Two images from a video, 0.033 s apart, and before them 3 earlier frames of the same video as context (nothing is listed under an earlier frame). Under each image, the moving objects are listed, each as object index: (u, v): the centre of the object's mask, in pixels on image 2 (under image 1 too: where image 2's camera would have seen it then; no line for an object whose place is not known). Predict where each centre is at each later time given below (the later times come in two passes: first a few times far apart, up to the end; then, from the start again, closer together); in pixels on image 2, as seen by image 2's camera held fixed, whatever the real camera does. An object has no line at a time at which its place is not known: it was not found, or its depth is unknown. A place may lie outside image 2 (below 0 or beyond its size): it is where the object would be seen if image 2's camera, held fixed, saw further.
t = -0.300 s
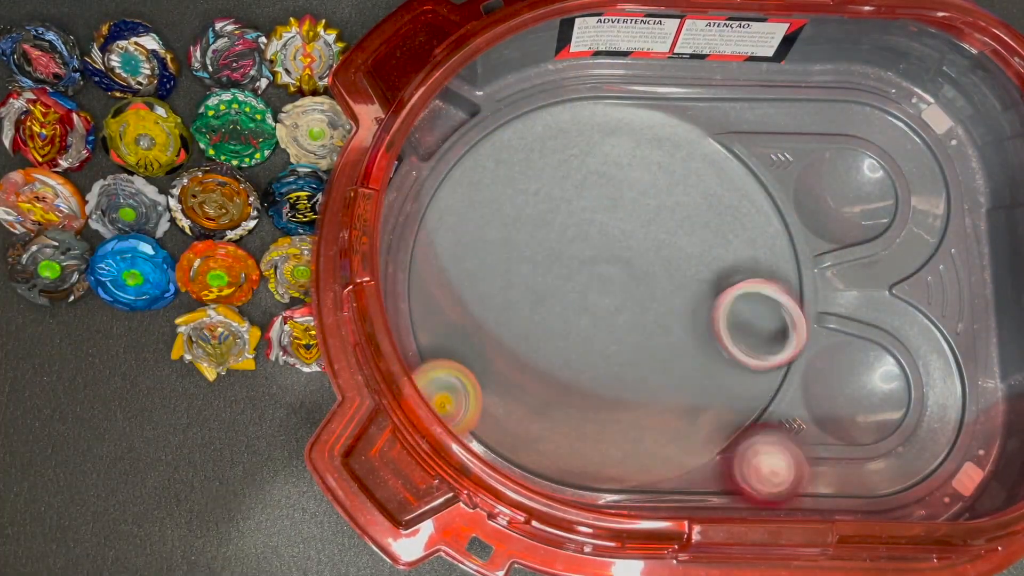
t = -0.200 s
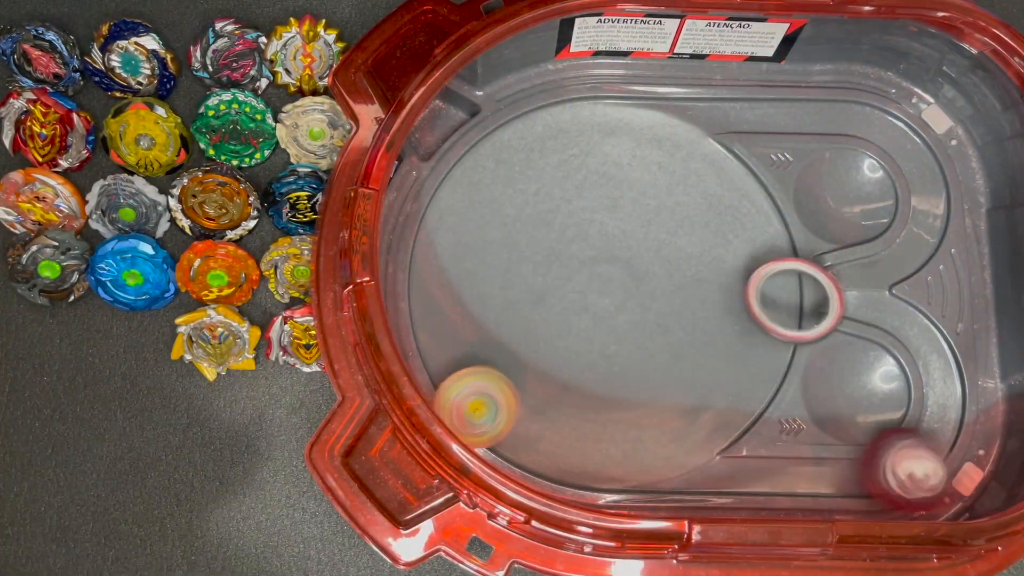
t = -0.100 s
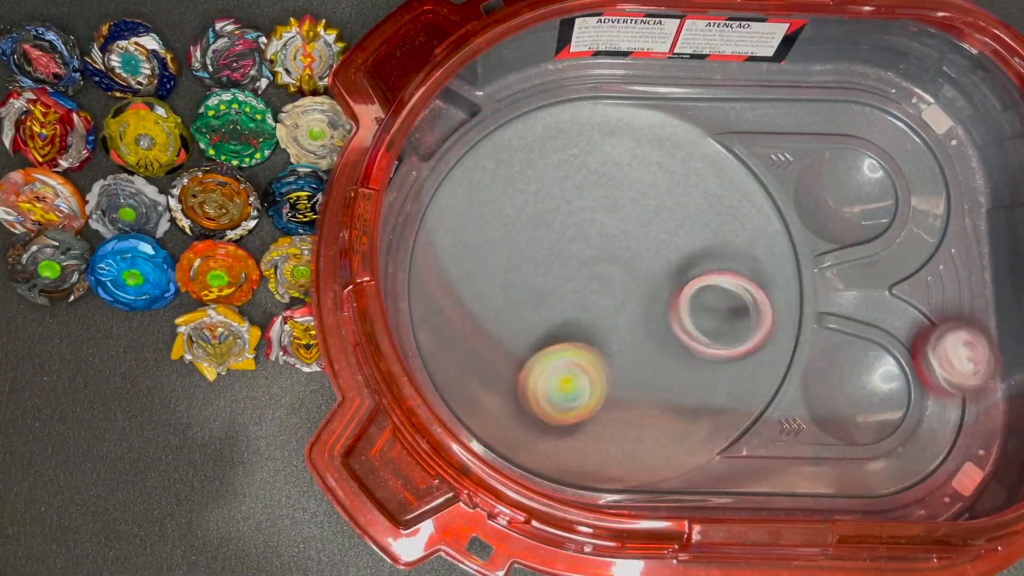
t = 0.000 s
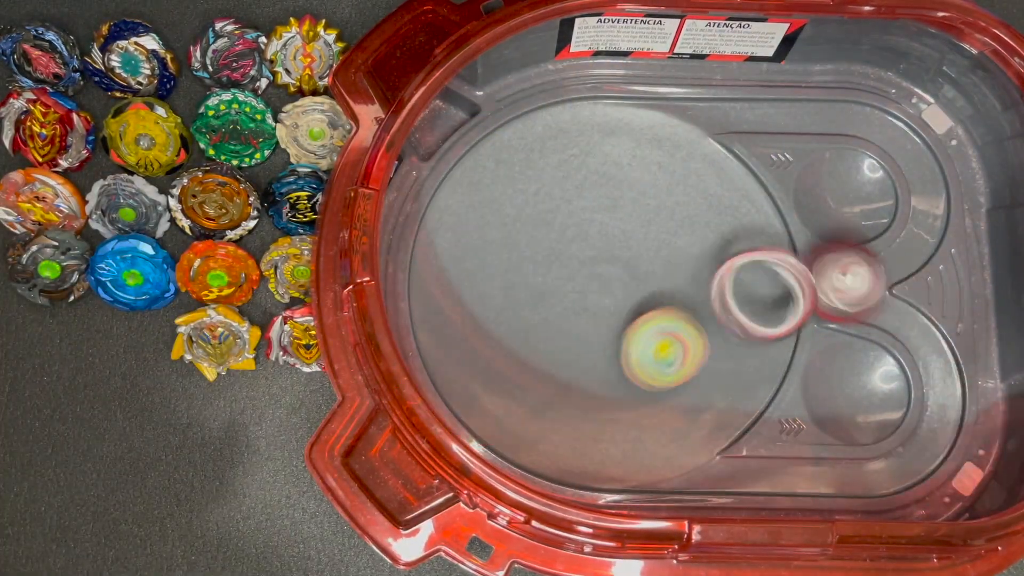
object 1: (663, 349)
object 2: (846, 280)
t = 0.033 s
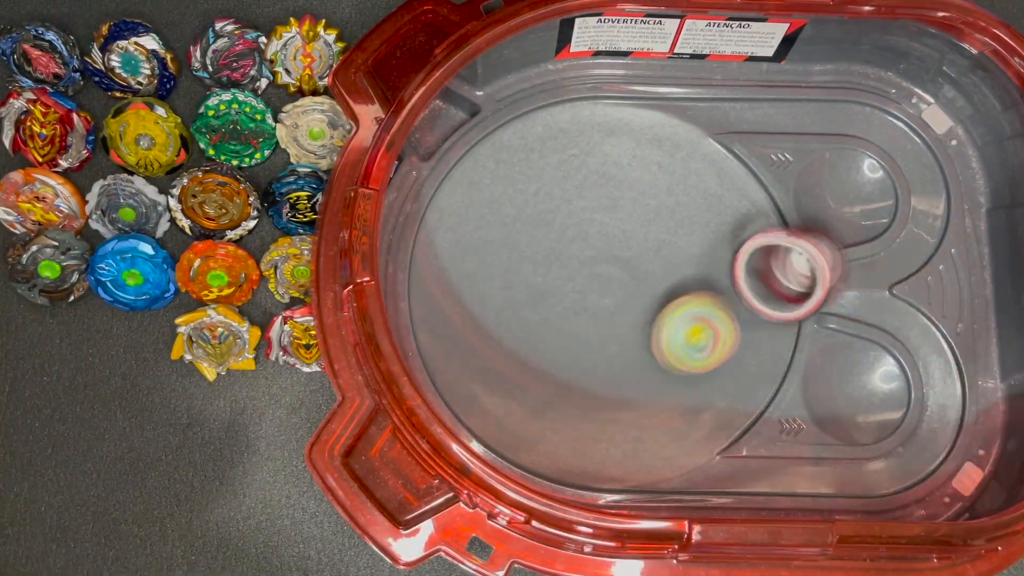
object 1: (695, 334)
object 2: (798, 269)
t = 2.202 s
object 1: (622, 204)
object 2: (542, 313)
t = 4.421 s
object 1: (606, 225)
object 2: (790, 284)
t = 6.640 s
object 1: (646, 253)
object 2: (686, 125)
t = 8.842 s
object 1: (599, 260)
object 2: (660, 115)
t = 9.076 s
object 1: (615, 285)
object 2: (500, 189)
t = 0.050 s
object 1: (712, 325)
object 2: (785, 268)
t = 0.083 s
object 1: (737, 315)
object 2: (745, 236)
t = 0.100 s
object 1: (746, 314)
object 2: (728, 218)
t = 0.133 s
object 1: (765, 308)
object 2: (705, 186)
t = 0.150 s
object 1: (774, 303)
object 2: (689, 171)
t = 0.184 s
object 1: (787, 293)
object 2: (654, 146)
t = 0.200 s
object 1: (793, 286)
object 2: (634, 137)
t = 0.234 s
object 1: (803, 274)
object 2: (597, 126)
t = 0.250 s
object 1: (795, 267)
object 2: (578, 123)
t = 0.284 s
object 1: (775, 255)
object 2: (538, 125)
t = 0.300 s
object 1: (766, 250)
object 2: (520, 130)
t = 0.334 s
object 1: (746, 238)
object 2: (485, 145)
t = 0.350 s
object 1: (736, 234)
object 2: (470, 160)
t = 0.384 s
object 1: (717, 226)
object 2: (448, 192)
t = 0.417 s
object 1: (701, 220)
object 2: (429, 234)
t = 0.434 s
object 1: (693, 219)
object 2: (427, 253)
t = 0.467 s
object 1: (680, 219)
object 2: (425, 294)
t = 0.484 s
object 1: (674, 223)
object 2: (429, 316)
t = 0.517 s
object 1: (665, 230)
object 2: (447, 355)
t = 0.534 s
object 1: (664, 242)
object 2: (460, 373)
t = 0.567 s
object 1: (660, 249)
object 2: (491, 404)
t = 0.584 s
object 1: (658, 254)
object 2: (511, 418)
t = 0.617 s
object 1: (658, 268)
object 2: (554, 438)
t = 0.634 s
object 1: (661, 276)
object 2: (577, 443)
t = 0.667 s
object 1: (665, 291)
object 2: (622, 445)
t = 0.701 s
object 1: (672, 303)
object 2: (668, 435)
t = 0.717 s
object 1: (676, 309)
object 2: (689, 424)
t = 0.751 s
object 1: (682, 318)
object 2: (727, 402)
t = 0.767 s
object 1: (685, 322)
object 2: (744, 387)
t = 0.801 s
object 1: (692, 326)
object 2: (774, 353)
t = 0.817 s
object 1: (694, 328)
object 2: (784, 334)
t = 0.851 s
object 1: (698, 328)
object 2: (798, 295)
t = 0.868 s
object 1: (699, 328)
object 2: (796, 271)
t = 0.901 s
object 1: (702, 327)
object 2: (787, 230)
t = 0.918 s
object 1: (702, 326)
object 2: (778, 208)
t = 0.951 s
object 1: (702, 324)
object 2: (750, 171)
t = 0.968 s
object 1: (701, 322)
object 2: (734, 155)
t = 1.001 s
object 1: (698, 318)
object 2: (700, 128)
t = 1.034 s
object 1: (698, 312)
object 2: (664, 108)
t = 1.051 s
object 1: (699, 308)
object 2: (643, 101)
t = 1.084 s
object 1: (700, 296)
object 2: (603, 101)
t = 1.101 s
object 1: (700, 289)
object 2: (581, 102)
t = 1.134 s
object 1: (697, 274)
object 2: (544, 113)
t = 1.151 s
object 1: (694, 268)
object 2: (524, 120)
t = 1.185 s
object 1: (685, 253)
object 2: (491, 143)
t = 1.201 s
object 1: (679, 248)
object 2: (477, 156)
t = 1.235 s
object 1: (666, 237)
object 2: (453, 189)
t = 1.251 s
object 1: (658, 232)
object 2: (444, 207)
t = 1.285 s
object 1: (640, 225)
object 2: (433, 248)
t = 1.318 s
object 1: (622, 224)
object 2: (437, 282)
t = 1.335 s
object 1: (612, 224)
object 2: (448, 293)
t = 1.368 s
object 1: (595, 227)
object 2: (469, 317)
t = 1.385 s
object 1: (587, 230)
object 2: (483, 328)
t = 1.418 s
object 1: (572, 239)
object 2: (512, 349)
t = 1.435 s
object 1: (567, 244)
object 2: (529, 357)
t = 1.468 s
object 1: (558, 257)
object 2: (566, 366)
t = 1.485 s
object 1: (555, 264)
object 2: (583, 370)
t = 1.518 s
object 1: (551, 278)
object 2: (622, 369)
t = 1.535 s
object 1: (551, 285)
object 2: (639, 365)
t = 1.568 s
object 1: (554, 299)
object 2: (674, 352)
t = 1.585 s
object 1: (556, 304)
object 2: (691, 347)
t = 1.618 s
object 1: (564, 315)
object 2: (721, 325)
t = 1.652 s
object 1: (574, 322)
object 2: (746, 302)
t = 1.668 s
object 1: (579, 325)
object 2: (757, 288)
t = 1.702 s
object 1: (591, 329)
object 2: (773, 258)
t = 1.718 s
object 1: (596, 329)
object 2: (780, 241)
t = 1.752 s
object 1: (610, 328)
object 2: (779, 211)
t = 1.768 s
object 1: (615, 326)
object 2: (768, 199)
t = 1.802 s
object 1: (627, 321)
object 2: (749, 174)
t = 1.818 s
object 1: (631, 318)
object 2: (738, 162)
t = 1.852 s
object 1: (642, 310)
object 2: (715, 141)
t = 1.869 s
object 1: (646, 306)
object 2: (703, 133)
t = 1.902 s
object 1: (654, 297)
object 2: (675, 121)
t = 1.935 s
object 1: (661, 286)
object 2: (644, 117)
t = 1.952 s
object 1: (662, 279)
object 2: (629, 119)
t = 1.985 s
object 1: (665, 266)
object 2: (597, 128)
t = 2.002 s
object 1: (665, 259)
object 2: (584, 136)
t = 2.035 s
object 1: (664, 247)
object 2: (559, 157)
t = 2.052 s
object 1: (662, 240)
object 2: (548, 170)
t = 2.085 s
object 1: (656, 228)
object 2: (533, 199)
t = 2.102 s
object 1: (652, 223)
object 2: (529, 216)
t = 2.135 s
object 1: (643, 214)
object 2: (526, 249)
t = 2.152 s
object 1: (639, 211)
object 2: (527, 265)
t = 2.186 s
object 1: (627, 206)
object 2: (536, 298)
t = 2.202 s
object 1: (622, 204)
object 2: (542, 313)
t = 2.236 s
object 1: (611, 205)
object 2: (562, 343)
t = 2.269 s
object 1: (601, 206)
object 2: (587, 367)
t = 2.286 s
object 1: (597, 208)
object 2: (601, 376)
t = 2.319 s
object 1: (587, 215)
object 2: (632, 390)
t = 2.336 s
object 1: (584, 218)
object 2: (649, 390)
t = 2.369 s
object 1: (578, 227)
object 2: (682, 393)
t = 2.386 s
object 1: (577, 232)
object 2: (700, 392)
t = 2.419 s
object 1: (574, 241)
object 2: (731, 385)
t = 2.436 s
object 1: (574, 246)
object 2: (744, 374)
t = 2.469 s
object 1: (575, 258)
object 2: (769, 353)
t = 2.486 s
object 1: (577, 264)
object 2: (779, 341)
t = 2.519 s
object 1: (582, 273)
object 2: (792, 313)
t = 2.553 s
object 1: (588, 282)
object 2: (794, 282)
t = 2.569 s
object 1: (592, 286)
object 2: (792, 265)
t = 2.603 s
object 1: (602, 294)
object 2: (781, 234)
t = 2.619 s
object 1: (606, 295)
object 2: (771, 220)
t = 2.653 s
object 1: (616, 299)
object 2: (748, 196)
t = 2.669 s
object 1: (621, 300)
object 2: (735, 186)
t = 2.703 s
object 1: (633, 301)
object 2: (705, 170)
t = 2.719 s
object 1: (639, 300)
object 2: (689, 165)
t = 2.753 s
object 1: (648, 300)
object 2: (655, 160)
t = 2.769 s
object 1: (651, 298)
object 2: (638, 159)
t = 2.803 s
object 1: (660, 294)
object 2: (605, 162)
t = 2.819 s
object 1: (663, 291)
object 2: (590, 166)
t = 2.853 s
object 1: (669, 287)
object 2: (559, 178)
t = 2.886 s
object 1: (674, 278)
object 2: (532, 195)
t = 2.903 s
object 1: (675, 275)
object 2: (521, 205)
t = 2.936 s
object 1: (676, 267)
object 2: (501, 229)
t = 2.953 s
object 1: (676, 263)
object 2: (492, 242)
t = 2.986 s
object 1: (676, 255)
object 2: (480, 272)
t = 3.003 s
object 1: (674, 252)
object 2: (476, 289)
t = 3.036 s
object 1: (670, 244)
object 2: (475, 320)
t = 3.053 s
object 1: (668, 242)
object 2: (478, 336)
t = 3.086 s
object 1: (660, 236)
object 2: (489, 367)
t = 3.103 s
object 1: (657, 234)
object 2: (499, 375)
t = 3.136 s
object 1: (650, 230)
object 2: (518, 404)
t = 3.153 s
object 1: (646, 230)
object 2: (535, 410)
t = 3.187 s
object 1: (635, 228)
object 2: (565, 425)
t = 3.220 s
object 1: (627, 229)
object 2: (597, 432)
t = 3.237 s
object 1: (622, 229)
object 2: (615, 431)
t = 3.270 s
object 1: (612, 233)
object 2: (647, 423)
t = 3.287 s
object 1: (609, 234)
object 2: (662, 417)
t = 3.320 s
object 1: (603, 240)
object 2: (689, 401)
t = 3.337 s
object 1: (598, 243)
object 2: (702, 391)
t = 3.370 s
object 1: (594, 250)
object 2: (721, 364)
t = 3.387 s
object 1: (592, 253)
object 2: (729, 349)
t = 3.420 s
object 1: (589, 260)
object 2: (739, 319)
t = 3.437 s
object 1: (586, 263)
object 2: (741, 304)
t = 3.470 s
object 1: (586, 269)
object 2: (742, 272)
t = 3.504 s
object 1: (585, 277)
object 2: (737, 239)
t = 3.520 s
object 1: (586, 280)
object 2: (733, 225)
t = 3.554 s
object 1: (589, 289)
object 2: (720, 196)
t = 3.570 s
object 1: (590, 292)
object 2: (711, 181)
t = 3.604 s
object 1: (593, 298)
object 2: (692, 156)
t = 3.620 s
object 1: (596, 299)
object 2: (679, 145)
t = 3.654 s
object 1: (602, 303)
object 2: (654, 128)
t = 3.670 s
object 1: (604, 305)
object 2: (640, 120)
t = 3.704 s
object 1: (611, 306)
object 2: (610, 109)
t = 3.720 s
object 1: (614, 306)
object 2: (593, 107)
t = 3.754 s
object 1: (623, 305)
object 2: (563, 105)
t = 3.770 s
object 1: (625, 305)
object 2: (549, 108)
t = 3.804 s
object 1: (631, 301)
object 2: (521, 121)
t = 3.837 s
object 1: (637, 298)
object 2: (497, 139)
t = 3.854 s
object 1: (640, 295)
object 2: (486, 149)
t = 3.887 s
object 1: (643, 291)
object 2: (469, 176)
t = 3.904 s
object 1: (646, 288)
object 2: (463, 191)
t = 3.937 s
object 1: (650, 283)
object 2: (456, 222)
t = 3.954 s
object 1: (650, 281)
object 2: (457, 237)
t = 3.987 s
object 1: (653, 273)
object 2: (461, 268)
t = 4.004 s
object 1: (654, 270)
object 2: (466, 284)
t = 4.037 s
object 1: (656, 262)
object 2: (481, 313)
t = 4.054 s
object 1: (656, 260)
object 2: (492, 327)
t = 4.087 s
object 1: (654, 252)
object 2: (516, 351)
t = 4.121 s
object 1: (653, 245)
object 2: (544, 369)
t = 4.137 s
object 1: (651, 241)
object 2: (559, 375)
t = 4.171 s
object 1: (647, 235)
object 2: (591, 385)
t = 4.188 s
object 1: (645, 232)
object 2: (607, 389)
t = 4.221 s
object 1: (642, 227)
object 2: (640, 389)
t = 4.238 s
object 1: (639, 226)
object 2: (658, 387)
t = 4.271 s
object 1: (631, 222)
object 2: (689, 376)
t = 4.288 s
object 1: (629, 221)
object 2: (704, 370)
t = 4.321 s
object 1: (622, 220)
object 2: (733, 354)
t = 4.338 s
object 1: (619, 221)
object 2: (746, 345)
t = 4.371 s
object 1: (612, 221)
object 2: (767, 322)
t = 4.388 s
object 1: (609, 221)
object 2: (776, 310)
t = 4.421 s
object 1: (606, 225)
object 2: (790, 284)
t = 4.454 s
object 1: (600, 229)
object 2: (791, 254)
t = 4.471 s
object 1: (598, 231)
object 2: (785, 240)
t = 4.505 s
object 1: (594, 237)
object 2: (773, 212)
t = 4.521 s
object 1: (593, 240)
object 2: (766, 198)
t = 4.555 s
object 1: (591, 247)
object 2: (749, 171)
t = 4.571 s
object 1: (589, 248)
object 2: (739, 161)
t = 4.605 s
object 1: (591, 254)
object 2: (714, 143)
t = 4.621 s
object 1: (591, 258)
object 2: (699, 136)
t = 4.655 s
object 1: (592, 264)
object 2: (671, 130)
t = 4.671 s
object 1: (594, 268)
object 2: (655, 129)
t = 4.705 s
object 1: (596, 275)
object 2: (624, 130)
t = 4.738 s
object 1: (600, 281)
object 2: (595, 139)
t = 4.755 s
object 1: (601, 283)
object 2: (581, 144)
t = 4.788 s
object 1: (606, 285)
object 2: (555, 161)
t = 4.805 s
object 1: (610, 287)
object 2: (543, 171)
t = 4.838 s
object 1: (615, 290)
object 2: (524, 194)
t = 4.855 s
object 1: (618, 291)
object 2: (517, 206)
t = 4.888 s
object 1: (625, 293)
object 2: (505, 235)
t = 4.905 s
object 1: (627, 293)
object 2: (500, 250)
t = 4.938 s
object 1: (634, 293)
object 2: (497, 280)
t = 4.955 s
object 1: (635, 292)
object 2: (499, 296)
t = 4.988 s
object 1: (641, 289)
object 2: (506, 326)
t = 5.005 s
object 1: (645, 288)
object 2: (510, 341)
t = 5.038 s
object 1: (649, 286)
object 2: (526, 368)
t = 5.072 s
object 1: (653, 284)
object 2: (547, 391)
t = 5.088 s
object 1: (656, 281)
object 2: (561, 401)
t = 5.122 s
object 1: (659, 277)
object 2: (588, 417)
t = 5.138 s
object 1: (661, 276)
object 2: (602, 421)
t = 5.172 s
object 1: (661, 271)
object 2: (634, 425)
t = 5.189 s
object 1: (662, 268)
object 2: (651, 424)
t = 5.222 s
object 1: (663, 263)
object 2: (682, 419)
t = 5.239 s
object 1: (662, 260)
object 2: (696, 413)
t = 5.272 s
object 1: (663, 256)
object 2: (721, 393)
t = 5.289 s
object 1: (662, 254)
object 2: (733, 382)
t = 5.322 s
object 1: (658, 248)
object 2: (751, 358)
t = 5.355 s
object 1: (655, 244)
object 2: (763, 332)
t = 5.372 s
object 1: (652, 242)
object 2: (765, 316)
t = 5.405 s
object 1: (647, 239)
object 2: (767, 287)
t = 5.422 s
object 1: (645, 237)
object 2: (767, 273)
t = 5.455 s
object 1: (639, 235)
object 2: (760, 243)
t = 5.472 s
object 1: (638, 234)
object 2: (753, 230)
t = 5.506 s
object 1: (632, 235)
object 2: (737, 204)
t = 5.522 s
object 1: (628, 235)
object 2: (730, 191)
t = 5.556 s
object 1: (622, 235)
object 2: (708, 169)
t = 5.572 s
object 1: (619, 237)
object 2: (694, 160)
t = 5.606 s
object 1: (615, 238)
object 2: (668, 145)
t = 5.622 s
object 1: (611, 240)
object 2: (655, 140)
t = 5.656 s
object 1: (607, 243)
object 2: (625, 133)
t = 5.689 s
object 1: (603, 246)
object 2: (595, 131)
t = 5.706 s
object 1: (601, 249)
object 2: (580, 133)
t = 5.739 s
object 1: (598, 252)
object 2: (552, 139)
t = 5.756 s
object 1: (597, 254)
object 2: (538, 143)
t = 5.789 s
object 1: (595, 258)
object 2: (513, 158)
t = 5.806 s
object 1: (594, 260)
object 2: (501, 168)
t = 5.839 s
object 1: (594, 263)
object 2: (481, 189)
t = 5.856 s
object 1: (593, 267)
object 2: (474, 200)
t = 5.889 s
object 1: (592, 270)
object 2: (461, 227)
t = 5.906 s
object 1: (592, 273)
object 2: (457, 243)
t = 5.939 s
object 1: (593, 278)
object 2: (456, 272)
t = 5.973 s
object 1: (593, 279)
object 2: (461, 302)
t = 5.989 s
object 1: (596, 281)
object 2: (467, 315)
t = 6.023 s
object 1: (597, 284)
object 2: (482, 341)
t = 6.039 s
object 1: (599, 286)
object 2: (492, 354)
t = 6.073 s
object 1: (602, 287)
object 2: (515, 375)
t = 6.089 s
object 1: (603, 290)
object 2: (528, 383)
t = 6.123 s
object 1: (604, 289)
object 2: (556, 395)
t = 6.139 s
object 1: (608, 291)
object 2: (572, 400)
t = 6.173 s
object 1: (609, 292)
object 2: (603, 405)
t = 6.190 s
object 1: (612, 292)
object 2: (619, 399)
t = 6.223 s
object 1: (615, 292)
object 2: (649, 394)
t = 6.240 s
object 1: (618, 293)
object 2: (666, 390)
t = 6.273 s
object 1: (619, 292)
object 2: (693, 378)
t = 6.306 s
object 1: (623, 291)
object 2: (718, 361)
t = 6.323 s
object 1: (625, 290)
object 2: (728, 351)
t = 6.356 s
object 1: (629, 288)
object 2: (746, 329)
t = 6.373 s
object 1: (632, 286)
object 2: (755, 316)
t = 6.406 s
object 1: (635, 285)
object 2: (766, 289)
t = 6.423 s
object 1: (635, 282)
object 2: (769, 276)
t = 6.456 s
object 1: (639, 277)
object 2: (773, 247)
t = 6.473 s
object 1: (639, 275)
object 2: (774, 232)
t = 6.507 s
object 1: (642, 272)
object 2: (769, 203)
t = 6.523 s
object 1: (643, 269)
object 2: (765, 190)
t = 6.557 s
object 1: (646, 266)
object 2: (746, 166)
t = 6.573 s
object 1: (645, 264)
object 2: (734, 156)
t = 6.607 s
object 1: (646, 258)
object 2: (711, 137)
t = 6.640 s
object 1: (646, 253)
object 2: (686, 125)
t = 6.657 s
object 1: (647, 250)
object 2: (674, 120)
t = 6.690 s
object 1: (645, 245)
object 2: (645, 115)
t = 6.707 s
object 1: (646, 243)
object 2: (629, 115)
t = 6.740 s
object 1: (643, 241)
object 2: (601, 118)
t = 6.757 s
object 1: (641, 238)
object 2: (587, 122)
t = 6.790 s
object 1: (640, 235)
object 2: (562, 132)
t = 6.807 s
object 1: (638, 233)
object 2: (550, 142)
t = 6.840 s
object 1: (635, 230)
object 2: (528, 159)
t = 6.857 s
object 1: (633, 228)
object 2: (519, 169)
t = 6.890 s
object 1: (631, 228)
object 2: (503, 193)
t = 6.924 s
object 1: (626, 226)
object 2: (492, 220)
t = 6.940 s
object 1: (626, 225)
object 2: (490, 234)
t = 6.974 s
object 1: (622, 227)
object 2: (487, 263)
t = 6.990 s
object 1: (620, 226)
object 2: (487, 278)
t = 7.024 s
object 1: (617, 228)
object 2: (492, 307)
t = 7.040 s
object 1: (615, 228)
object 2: (498, 320)
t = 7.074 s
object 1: (612, 231)
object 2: (512, 347)
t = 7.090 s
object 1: (610, 232)
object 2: (520, 359)
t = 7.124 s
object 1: (610, 233)
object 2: (541, 381)
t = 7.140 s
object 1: (609, 236)
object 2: (553, 389)
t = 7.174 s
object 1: (606, 238)
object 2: (580, 398)
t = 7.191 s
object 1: (605, 240)
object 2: (595, 404)
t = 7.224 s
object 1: (604, 246)
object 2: (623, 410)
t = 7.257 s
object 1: (604, 250)
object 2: (654, 411)
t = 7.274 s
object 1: (603, 252)
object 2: (667, 409)
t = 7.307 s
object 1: (604, 256)
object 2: (695, 403)
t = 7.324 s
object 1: (603, 260)
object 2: (710, 396)
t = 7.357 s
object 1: (602, 262)
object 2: (733, 380)
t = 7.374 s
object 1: (605, 265)
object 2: (742, 370)
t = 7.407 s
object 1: (606, 270)
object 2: (758, 348)
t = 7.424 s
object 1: (607, 272)
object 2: (765, 335)
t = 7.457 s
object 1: (609, 276)
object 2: (773, 311)
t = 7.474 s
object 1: (610, 277)
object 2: (777, 297)
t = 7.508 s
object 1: (613, 283)
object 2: (777, 270)
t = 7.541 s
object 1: (615, 283)
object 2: (772, 242)
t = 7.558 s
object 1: (618, 285)
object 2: (767, 230)
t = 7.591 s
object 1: (620, 289)
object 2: (754, 205)
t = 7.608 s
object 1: (622, 289)
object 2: (746, 192)
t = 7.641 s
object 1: (626, 291)
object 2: (727, 170)
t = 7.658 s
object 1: (628, 291)
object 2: (716, 162)
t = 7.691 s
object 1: (631, 293)
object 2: (692, 146)
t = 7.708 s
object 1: (631, 292)
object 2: (677, 140)
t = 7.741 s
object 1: (637, 290)
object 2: (651, 133)
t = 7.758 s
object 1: (638, 291)
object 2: (638, 130)
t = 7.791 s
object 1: (639, 289)
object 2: (610, 128)
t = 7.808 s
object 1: (641, 288)
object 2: (595, 130)
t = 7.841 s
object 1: (643, 287)
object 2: (569, 135)
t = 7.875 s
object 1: (646, 286)
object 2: (543, 146)
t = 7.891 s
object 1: (646, 285)
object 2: (530, 152)
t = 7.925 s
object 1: (650, 282)
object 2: (508, 169)
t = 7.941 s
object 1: (650, 281)
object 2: (500, 179)
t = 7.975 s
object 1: (651, 276)
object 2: (484, 201)
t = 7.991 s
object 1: (652, 275)
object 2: (477, 214)
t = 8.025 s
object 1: (652, 270)
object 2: (469, 240)
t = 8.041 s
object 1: (653, 268)
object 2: (466, 253)
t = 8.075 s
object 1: (651, 265)
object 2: (466, 282)
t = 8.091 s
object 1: (651, 261)
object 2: (469, 296)
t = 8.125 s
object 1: (652, 259)
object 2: (478, 322)
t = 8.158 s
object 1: (649, 254)
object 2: (492, 347)
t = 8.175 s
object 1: (649, 251)
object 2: (501, 359)
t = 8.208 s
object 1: (649, 249)
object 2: (522, 380)
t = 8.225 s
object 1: (647, 247)
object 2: (534, 386)
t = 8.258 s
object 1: (645, 242)
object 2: (560, 399)
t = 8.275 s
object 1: (643, 241)
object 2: (575, 404)
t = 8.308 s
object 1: (640, 237)
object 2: (605, 404)
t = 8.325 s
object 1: (639, 237)
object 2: (618, 403)
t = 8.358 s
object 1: (634, 236)
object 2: (648, 400)
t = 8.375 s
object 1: (632, 233)
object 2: (662, 396)
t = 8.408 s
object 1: (632, 232)
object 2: (688, 386)
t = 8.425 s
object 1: (630, 232)
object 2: (701, 380)
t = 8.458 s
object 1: (624, 230)
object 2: (724, 362)
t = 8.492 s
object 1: (622, 229)
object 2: (742, 341)
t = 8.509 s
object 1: (620, 231)
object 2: (748, 330)
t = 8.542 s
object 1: (616, 230)
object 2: (760, 306)
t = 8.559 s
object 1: (614, 232)
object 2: (764, 293)
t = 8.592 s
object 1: (610, 233)
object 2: (768, 266)
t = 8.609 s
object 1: (609, 234)
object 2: (770, 253)
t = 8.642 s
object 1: (605, 238)
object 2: (767, 226)
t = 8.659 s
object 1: (603, 238)
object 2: (763, 213)
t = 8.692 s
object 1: (603, 241)
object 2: (753, 188)
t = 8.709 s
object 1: (601, 243)
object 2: (747, 174)
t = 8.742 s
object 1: (599, 246)
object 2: (730, 153)
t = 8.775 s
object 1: (599, 251)
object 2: (709, 136)
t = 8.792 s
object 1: (598, 253)
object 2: (698, 129)
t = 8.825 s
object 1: (600, 257)
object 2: (674, 118)
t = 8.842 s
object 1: (599, 260)
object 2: (660, 115)
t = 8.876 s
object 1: (599, 263)
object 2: (633, 112)
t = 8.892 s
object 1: (600, 265)
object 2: (619, 111)
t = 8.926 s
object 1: (602, 271)
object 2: (592, 116)
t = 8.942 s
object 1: (602, 272)
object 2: (579, 120)
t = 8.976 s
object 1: (605, 275)
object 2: (555, 131)
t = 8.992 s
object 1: (607, 278)
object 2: (544, 139)
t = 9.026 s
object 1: (609, 280)
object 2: (524, 156)
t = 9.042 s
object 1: (612, 282)
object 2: (515, 165)
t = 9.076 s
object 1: (615, 285)
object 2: (500, 189)
